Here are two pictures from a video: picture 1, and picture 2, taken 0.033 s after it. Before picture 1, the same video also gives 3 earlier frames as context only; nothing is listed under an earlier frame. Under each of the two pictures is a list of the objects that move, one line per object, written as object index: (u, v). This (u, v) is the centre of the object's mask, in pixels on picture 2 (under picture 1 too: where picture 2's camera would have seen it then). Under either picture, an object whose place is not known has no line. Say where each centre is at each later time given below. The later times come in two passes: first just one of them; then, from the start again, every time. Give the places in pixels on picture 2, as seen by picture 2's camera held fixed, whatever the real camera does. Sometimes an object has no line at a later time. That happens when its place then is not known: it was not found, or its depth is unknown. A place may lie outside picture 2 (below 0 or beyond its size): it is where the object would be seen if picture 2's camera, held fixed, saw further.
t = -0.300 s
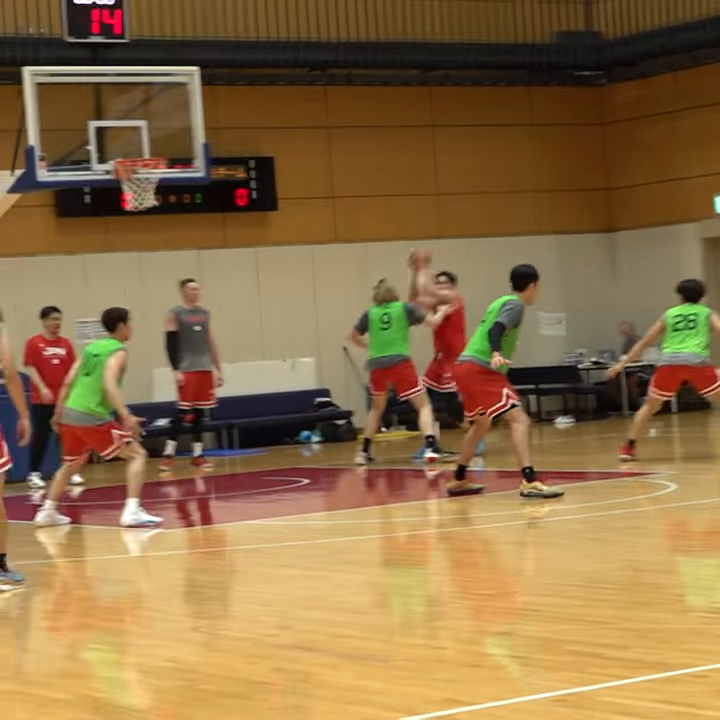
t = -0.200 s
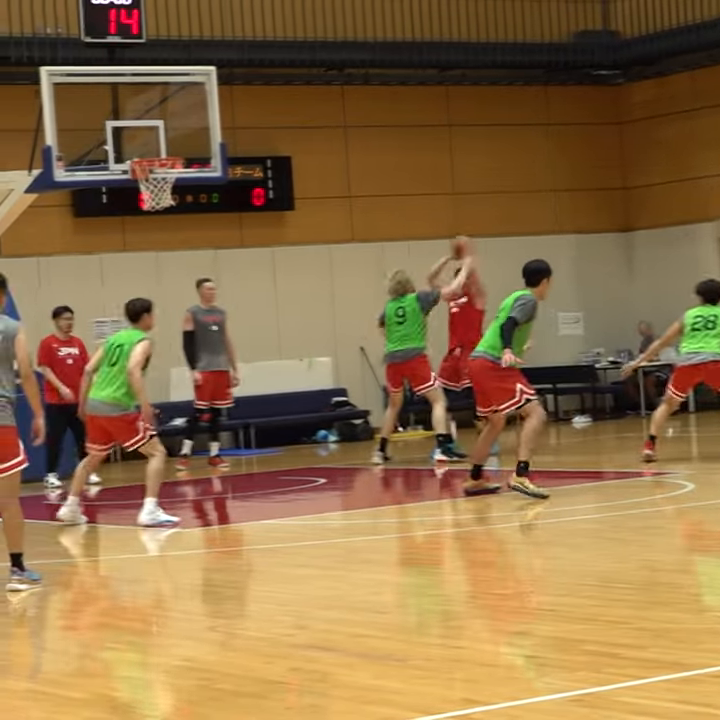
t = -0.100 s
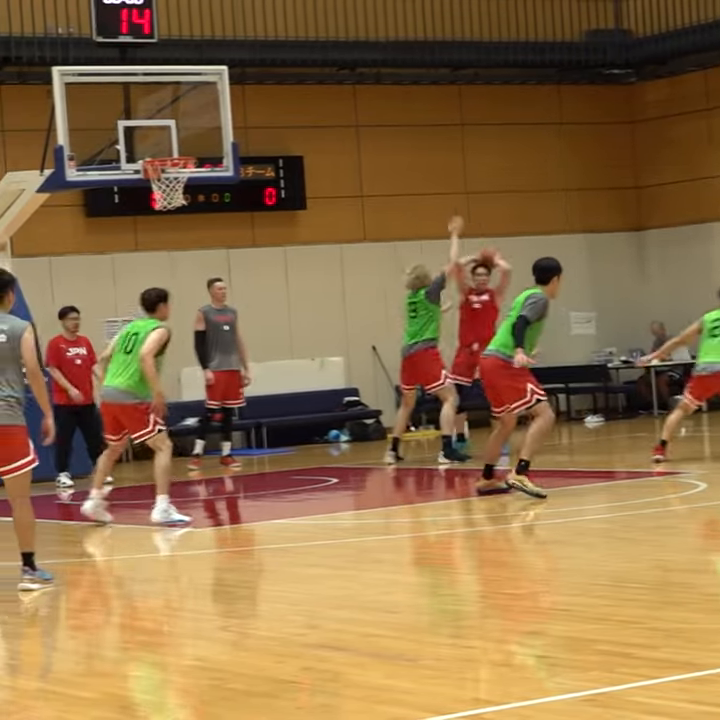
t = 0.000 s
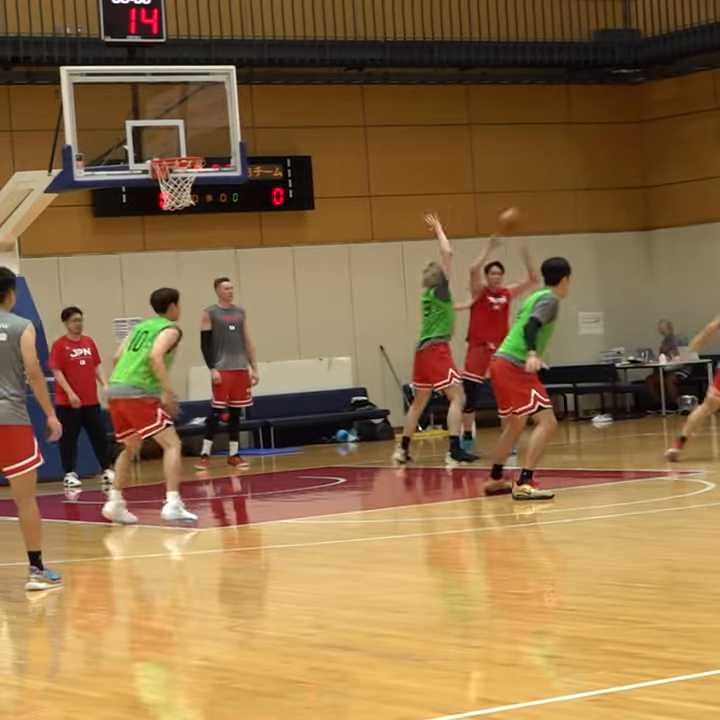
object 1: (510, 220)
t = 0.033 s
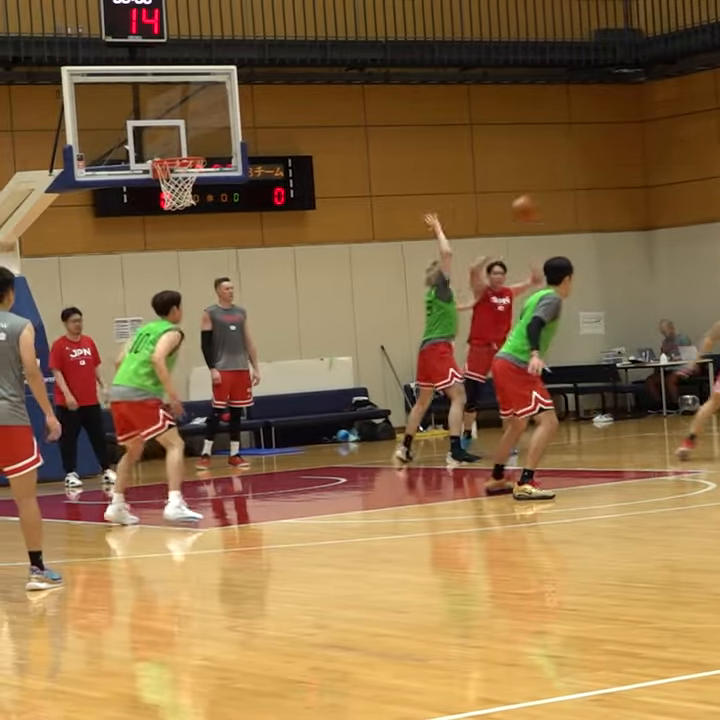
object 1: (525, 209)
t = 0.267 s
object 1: (615, 140)
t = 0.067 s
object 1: (534, 195)
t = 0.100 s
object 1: (547, 179)
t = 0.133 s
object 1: (560, 171)
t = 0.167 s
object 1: (573, 163)
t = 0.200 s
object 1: (588, 155)
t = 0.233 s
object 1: (599, 147)
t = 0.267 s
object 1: (615, 140)
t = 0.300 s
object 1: (626, 131)
